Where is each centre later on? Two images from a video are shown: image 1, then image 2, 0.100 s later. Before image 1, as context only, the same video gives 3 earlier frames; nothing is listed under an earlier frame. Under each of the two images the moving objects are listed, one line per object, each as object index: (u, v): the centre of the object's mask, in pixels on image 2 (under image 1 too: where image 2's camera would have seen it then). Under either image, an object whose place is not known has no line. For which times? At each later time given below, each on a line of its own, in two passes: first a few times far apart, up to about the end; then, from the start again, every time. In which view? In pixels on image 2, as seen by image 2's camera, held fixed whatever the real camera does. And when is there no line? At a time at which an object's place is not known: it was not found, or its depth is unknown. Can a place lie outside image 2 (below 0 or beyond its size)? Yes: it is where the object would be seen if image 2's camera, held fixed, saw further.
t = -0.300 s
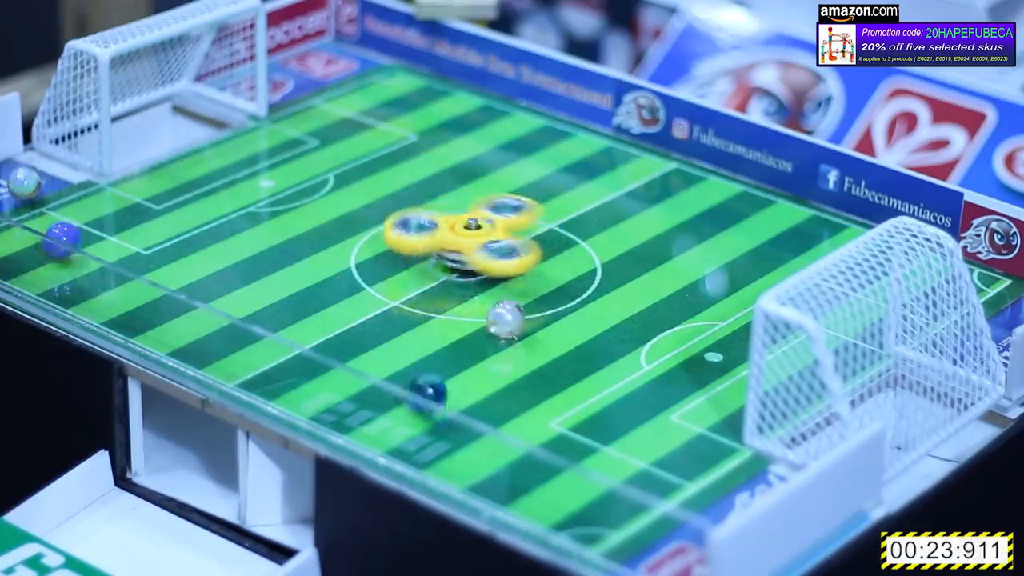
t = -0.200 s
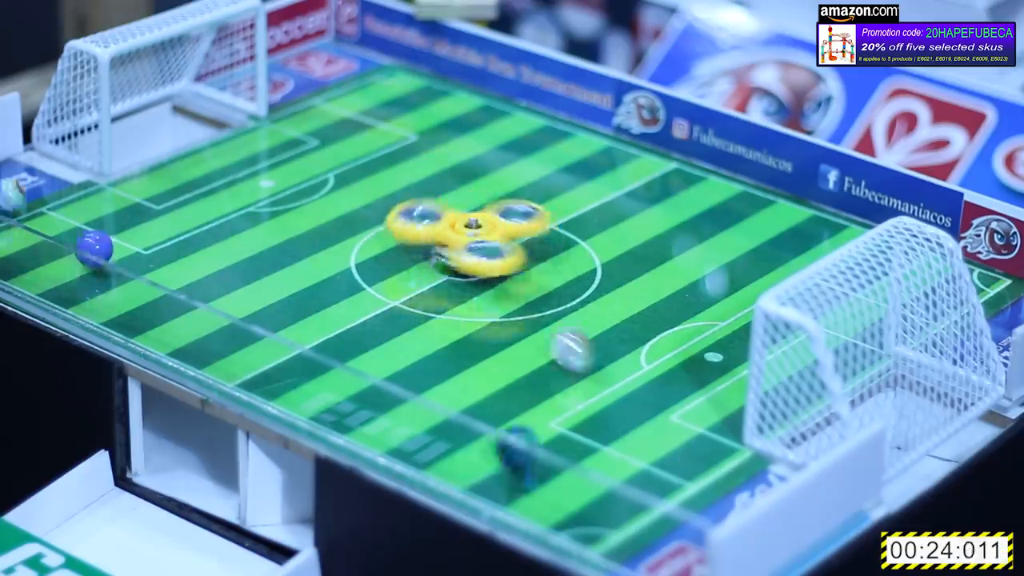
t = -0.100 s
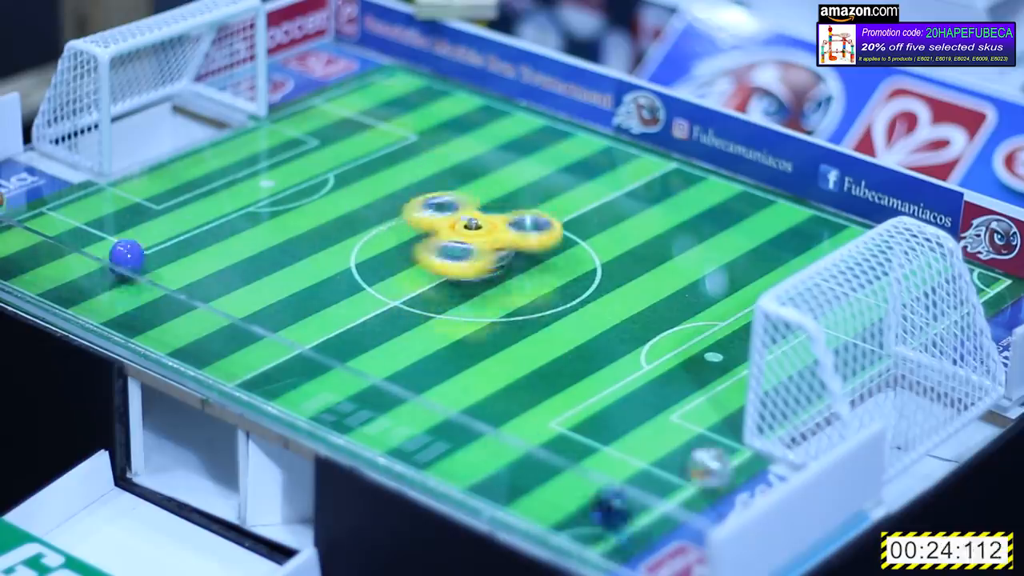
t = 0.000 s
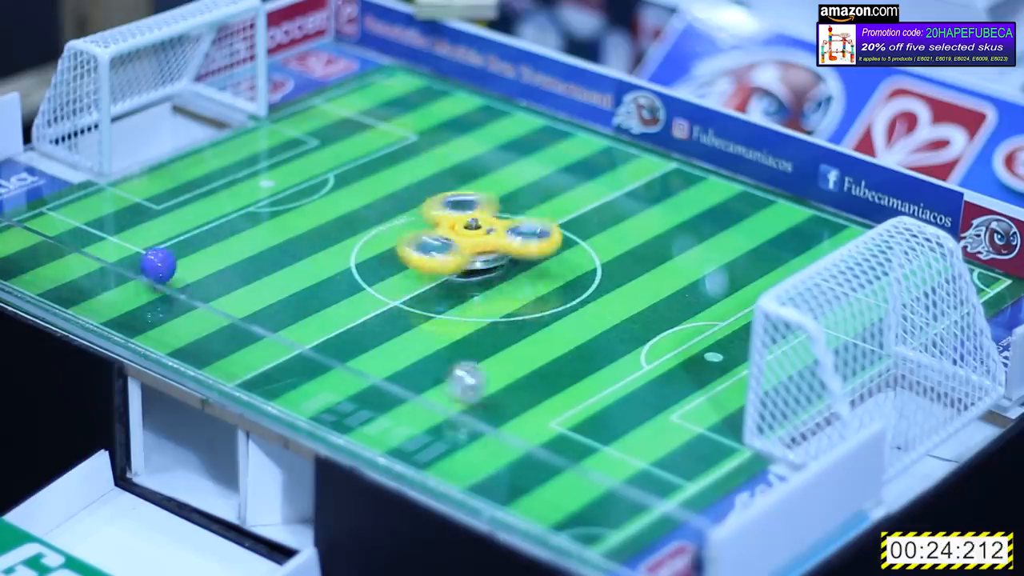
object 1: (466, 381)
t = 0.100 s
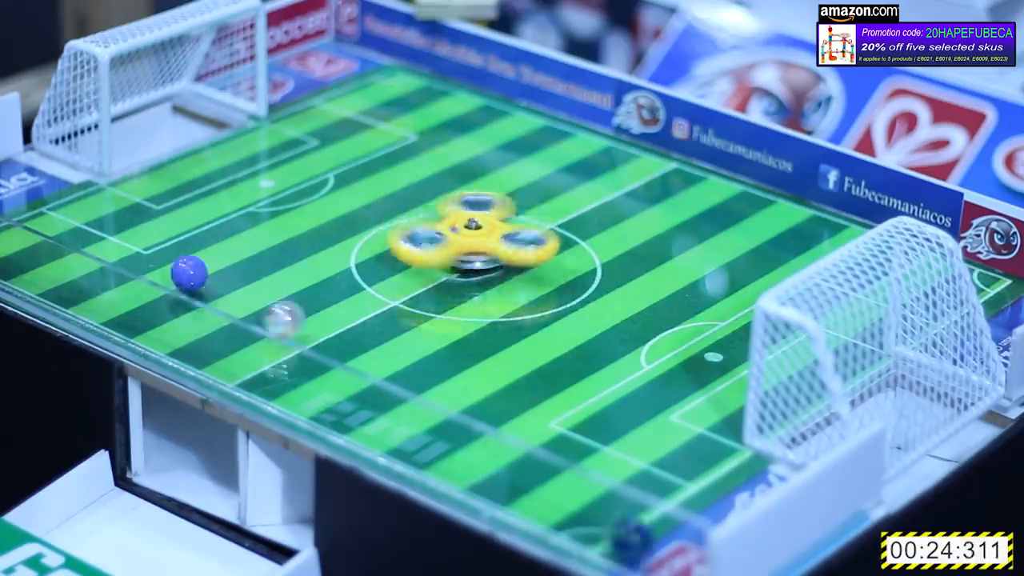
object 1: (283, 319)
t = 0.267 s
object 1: (95, 284)
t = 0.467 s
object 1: (25, 211)
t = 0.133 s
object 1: (228, 302)
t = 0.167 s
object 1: (179, 298)
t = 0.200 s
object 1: (132, 301)
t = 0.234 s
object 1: (102, 295)
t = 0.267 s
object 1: (95, 284)
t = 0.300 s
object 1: (85, 271)
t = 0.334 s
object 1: (71, 257)
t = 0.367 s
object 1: (60, 246)
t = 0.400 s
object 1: (48, 235)
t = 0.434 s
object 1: (36, 223)
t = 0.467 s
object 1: (25, 211)
